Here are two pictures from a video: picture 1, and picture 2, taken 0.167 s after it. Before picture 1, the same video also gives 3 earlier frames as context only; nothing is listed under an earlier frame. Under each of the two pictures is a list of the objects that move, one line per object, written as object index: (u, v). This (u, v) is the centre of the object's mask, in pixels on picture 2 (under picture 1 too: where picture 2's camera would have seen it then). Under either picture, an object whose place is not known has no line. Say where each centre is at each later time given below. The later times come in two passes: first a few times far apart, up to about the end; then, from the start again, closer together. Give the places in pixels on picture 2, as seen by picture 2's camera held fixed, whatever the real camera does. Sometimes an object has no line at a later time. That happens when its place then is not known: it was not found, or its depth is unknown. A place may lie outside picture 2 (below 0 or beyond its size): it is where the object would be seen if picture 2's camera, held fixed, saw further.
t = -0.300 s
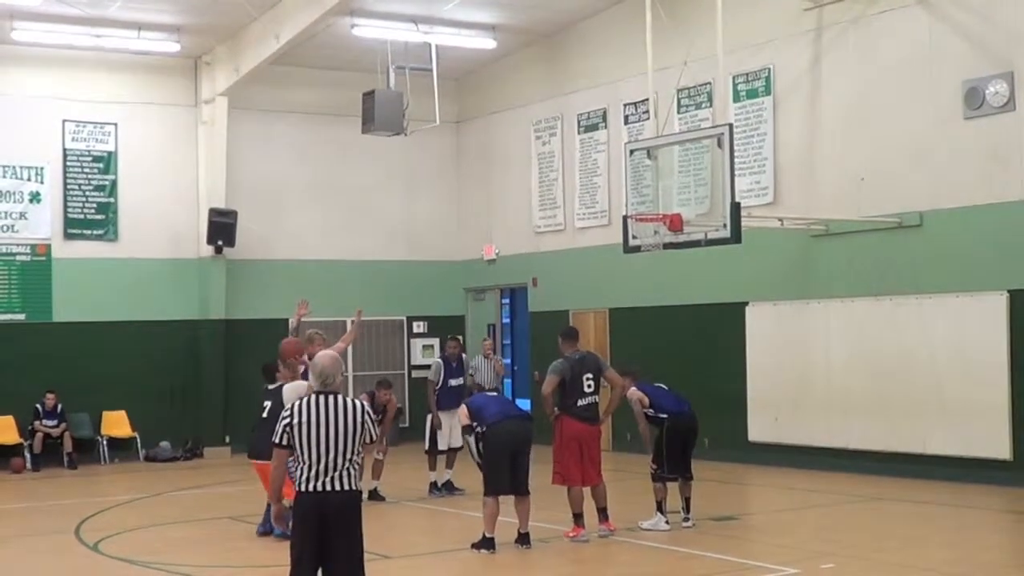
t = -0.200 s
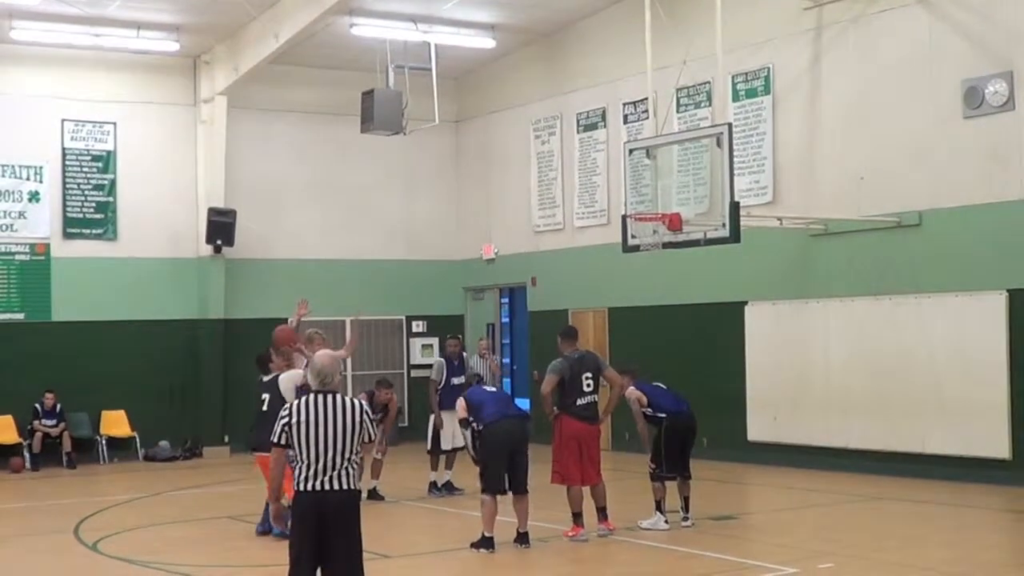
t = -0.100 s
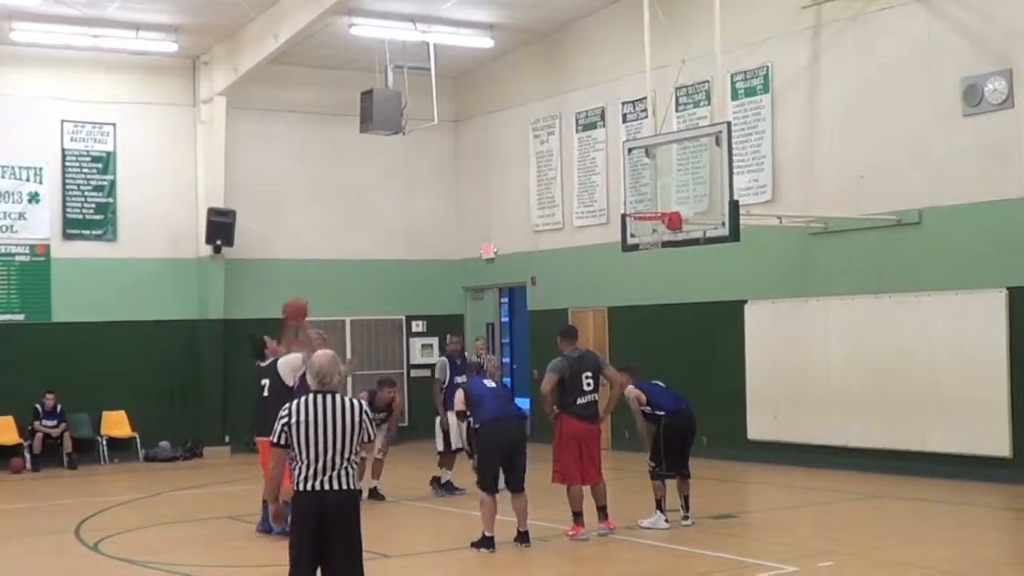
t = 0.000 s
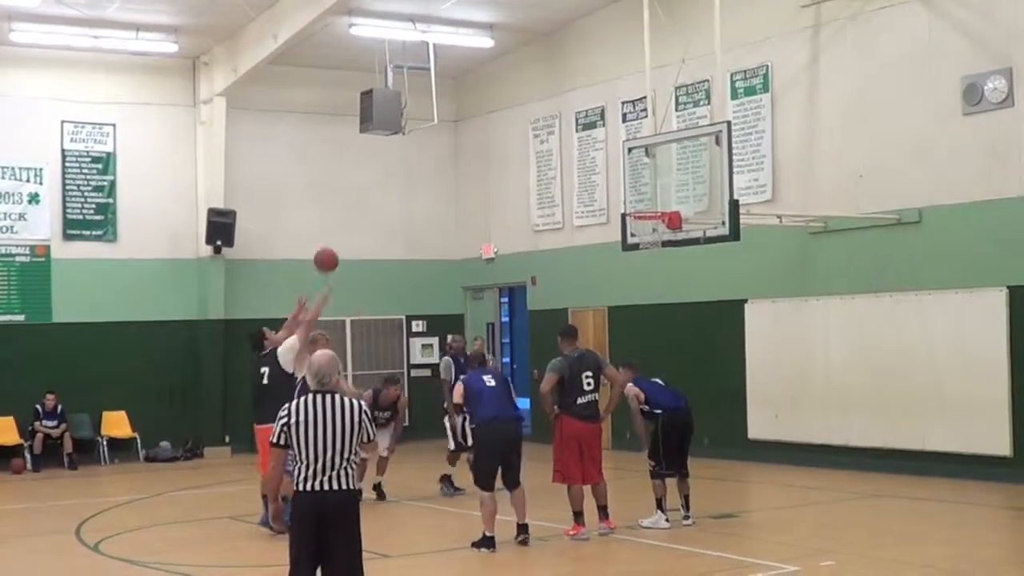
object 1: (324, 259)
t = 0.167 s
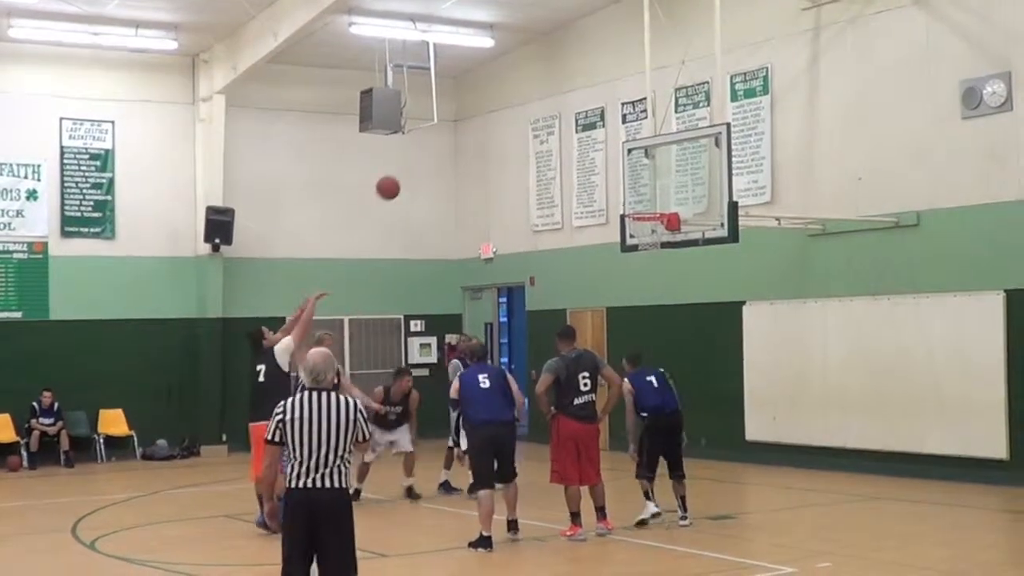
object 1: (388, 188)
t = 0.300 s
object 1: (436, 153)
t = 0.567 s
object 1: (527, 137)
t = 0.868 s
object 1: (622, 196)
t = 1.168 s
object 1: (645, 182)
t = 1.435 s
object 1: (654, 202)
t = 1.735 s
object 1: (639, 204)
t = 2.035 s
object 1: (639, 223)
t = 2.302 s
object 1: (652, 250)
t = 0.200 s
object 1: (400, 177)
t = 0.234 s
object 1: (412, 168)
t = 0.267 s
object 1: (424, 160)
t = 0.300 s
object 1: (436, 153)
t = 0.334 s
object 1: (448, 148)
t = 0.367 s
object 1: (460, 143)
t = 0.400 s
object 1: (471, 139)
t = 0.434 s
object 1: (483, 137)
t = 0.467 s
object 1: (494, 135)
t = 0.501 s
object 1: (505, 135)
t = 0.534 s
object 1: (516, 135)
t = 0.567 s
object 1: (527, 137)
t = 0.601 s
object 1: (537, 140)
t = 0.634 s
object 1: (548, 144)
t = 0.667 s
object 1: (559, 148)
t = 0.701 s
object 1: (570, 154)
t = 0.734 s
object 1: (580, 160)
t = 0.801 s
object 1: (601, 176)
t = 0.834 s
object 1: (612, 185)
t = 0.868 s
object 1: (622, 196)
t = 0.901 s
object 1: (629, 204)
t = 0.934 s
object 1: (631, 198)
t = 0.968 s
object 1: (633, 192)
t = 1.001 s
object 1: (635, 189)
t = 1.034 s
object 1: (637, 186)
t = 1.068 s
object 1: (639, 183)
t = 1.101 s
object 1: (641, 182)
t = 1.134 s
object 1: (642, 182)
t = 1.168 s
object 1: (645, 182)
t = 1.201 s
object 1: (646, 184)
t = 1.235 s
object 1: (648, 187)
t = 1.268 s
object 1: (650, 192)
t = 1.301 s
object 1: (652, 196)
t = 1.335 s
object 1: (654, 202)
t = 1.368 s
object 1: (655, 203)
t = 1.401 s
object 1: (655, 202)
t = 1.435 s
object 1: (654, 202)
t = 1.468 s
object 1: (654, 202)
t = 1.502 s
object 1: (653, 203)
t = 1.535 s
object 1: (653, 205)
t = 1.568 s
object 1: (652, 204)
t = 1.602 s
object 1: (649, 203)
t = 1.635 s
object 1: (646, 202)
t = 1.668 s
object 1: (644, 202)
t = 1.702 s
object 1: (642, 203)
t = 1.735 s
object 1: (639, 204)
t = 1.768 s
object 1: (636, 206)
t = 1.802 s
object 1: (636, 207)
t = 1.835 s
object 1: (636, 205)
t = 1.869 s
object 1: (637, 205)
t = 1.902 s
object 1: (637, 206)
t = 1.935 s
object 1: (638, 209)
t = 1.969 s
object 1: (638, 214)
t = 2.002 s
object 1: (639, 217)
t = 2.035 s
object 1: (639, 223)
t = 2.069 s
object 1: (641, 230)
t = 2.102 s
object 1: (642, 234)
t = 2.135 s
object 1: (643, 236)
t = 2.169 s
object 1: (645, 237)
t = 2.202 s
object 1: (647, 238)
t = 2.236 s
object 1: (648, 239)
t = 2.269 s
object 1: (650, 245)
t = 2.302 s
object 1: (652, 250)
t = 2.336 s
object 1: (653, 255)
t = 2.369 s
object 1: (655, 261)
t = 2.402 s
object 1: (657, 268)
